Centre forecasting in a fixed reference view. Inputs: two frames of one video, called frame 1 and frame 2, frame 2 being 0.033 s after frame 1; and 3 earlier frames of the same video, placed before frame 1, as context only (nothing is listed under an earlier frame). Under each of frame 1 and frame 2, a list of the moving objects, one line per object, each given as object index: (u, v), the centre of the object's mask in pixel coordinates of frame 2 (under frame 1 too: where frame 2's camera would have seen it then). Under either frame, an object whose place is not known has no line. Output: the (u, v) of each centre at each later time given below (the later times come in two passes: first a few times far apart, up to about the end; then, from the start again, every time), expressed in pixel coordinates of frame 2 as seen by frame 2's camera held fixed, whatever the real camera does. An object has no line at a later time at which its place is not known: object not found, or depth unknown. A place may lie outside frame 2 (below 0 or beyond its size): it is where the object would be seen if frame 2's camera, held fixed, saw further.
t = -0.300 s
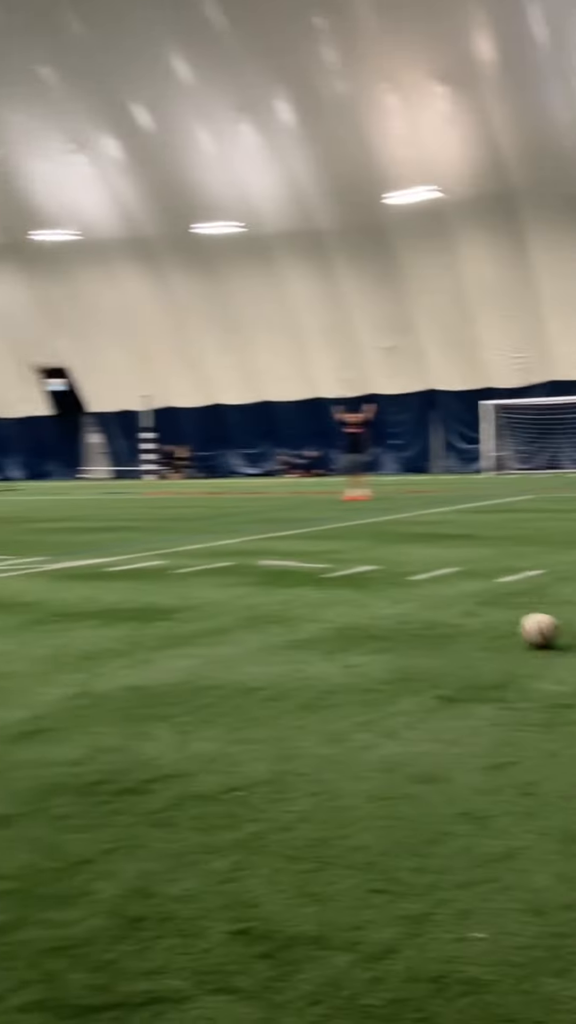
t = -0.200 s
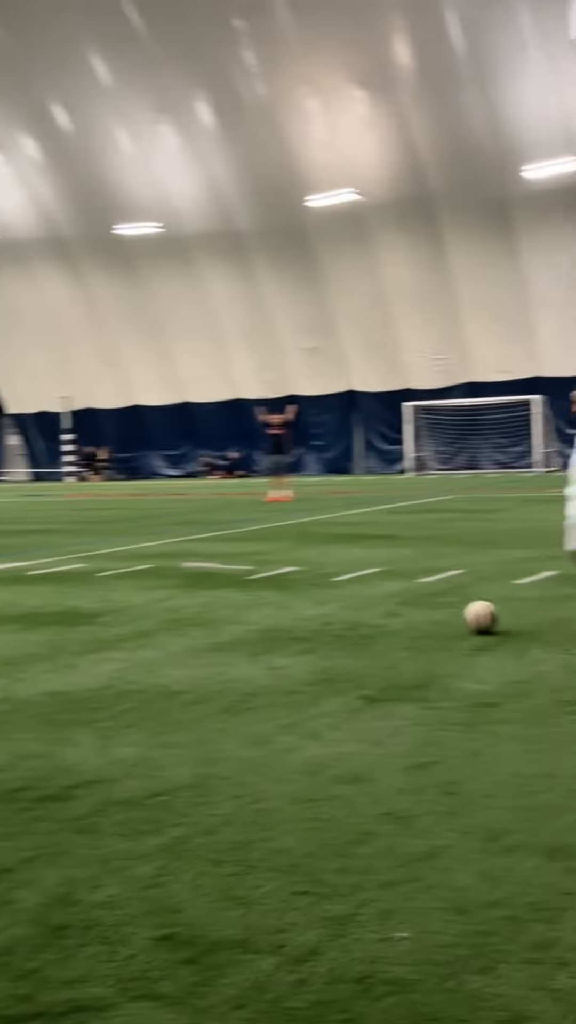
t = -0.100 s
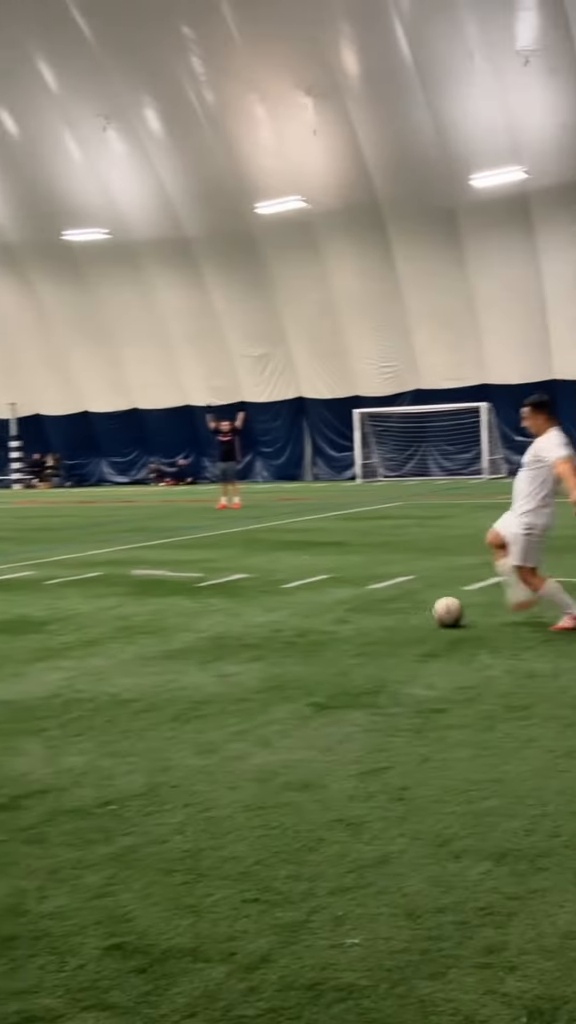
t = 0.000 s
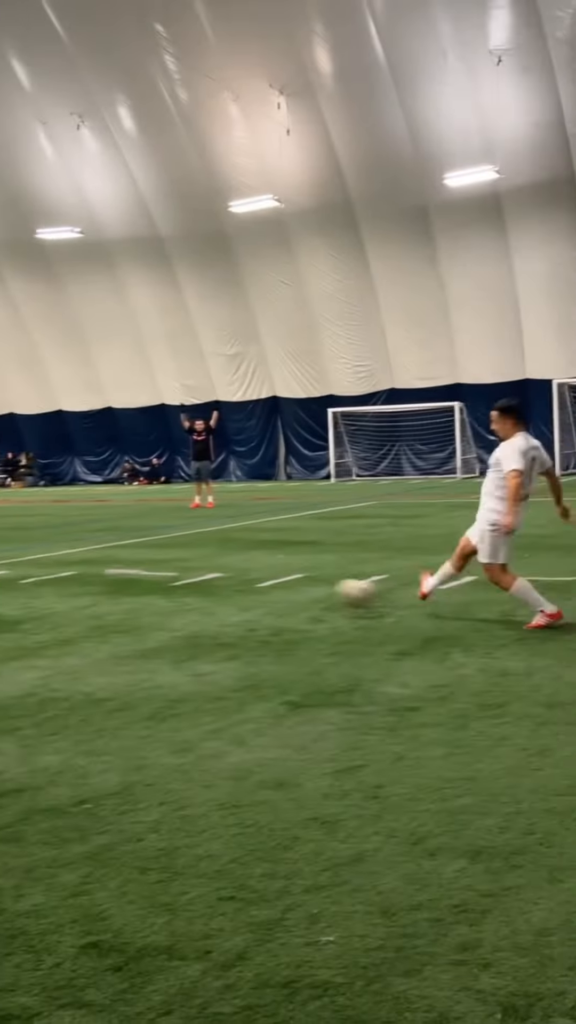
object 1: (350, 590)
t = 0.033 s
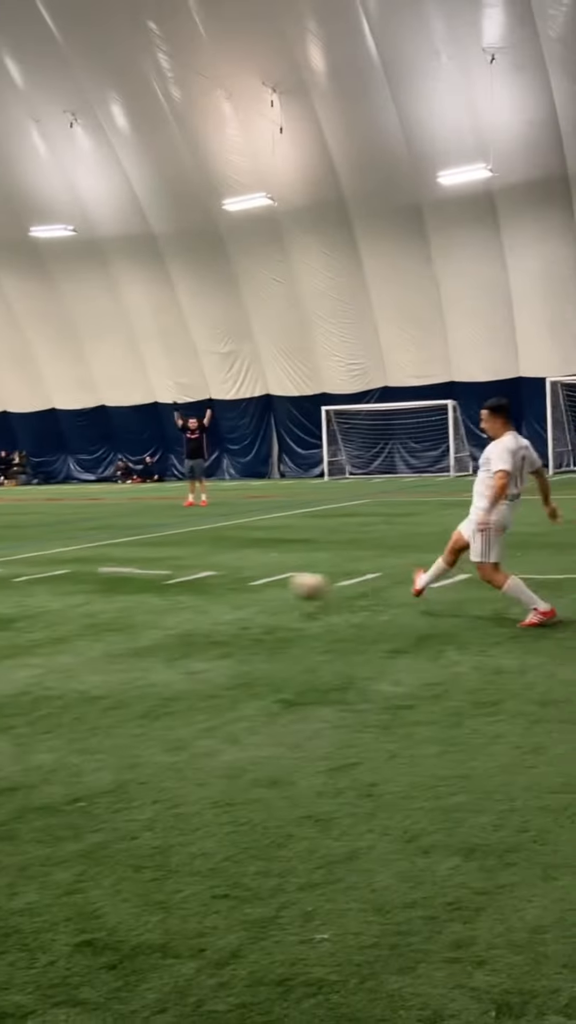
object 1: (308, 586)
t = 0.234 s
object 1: (90, 584)
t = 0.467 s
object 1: (-80, 572)
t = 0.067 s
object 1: (267, 582)
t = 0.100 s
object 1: (230, 581)
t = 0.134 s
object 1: (193, 579)
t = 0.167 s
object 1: (156, 579)
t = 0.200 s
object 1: (123, 581)
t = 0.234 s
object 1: (90, 584)
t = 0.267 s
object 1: (59, 589)
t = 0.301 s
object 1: (30, 592)
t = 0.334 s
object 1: (7, 585)
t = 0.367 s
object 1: (-17, 579)
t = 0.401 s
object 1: (-39, 576)
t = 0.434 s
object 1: (-59, 574)
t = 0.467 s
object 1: (-80, 572)
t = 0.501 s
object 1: (-100, 572)
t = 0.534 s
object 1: (-120, 574)
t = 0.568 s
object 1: (-139, 576)
